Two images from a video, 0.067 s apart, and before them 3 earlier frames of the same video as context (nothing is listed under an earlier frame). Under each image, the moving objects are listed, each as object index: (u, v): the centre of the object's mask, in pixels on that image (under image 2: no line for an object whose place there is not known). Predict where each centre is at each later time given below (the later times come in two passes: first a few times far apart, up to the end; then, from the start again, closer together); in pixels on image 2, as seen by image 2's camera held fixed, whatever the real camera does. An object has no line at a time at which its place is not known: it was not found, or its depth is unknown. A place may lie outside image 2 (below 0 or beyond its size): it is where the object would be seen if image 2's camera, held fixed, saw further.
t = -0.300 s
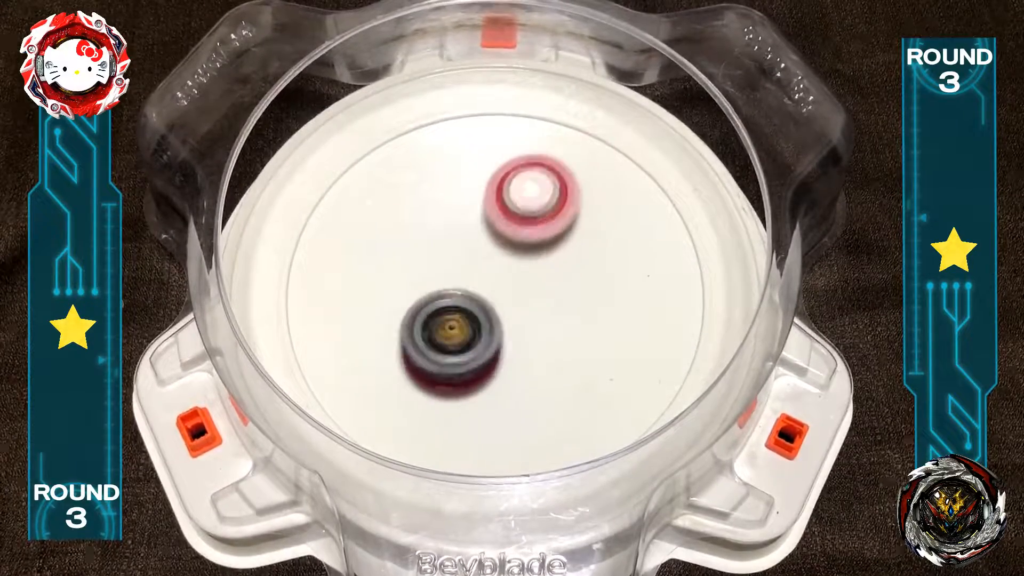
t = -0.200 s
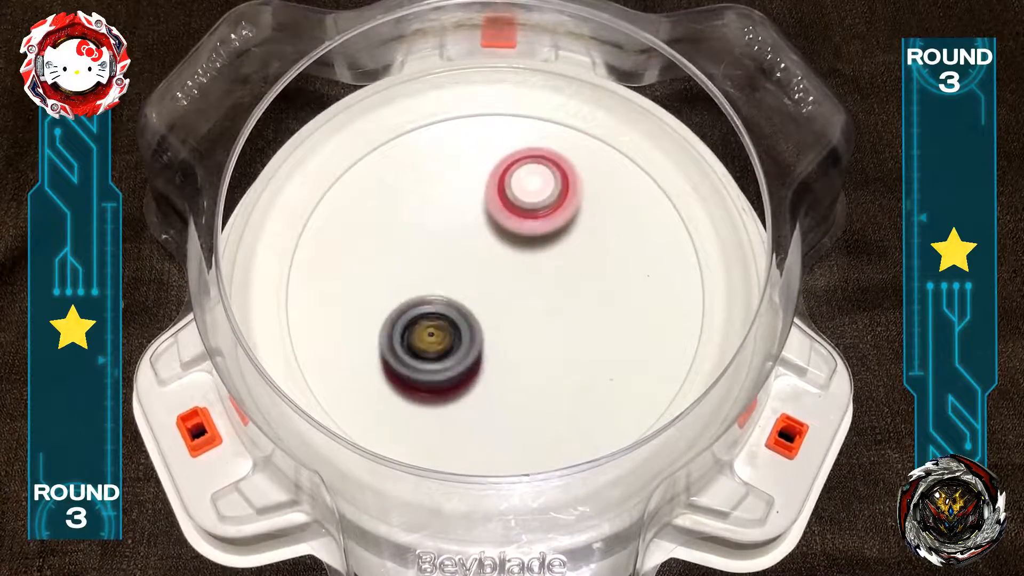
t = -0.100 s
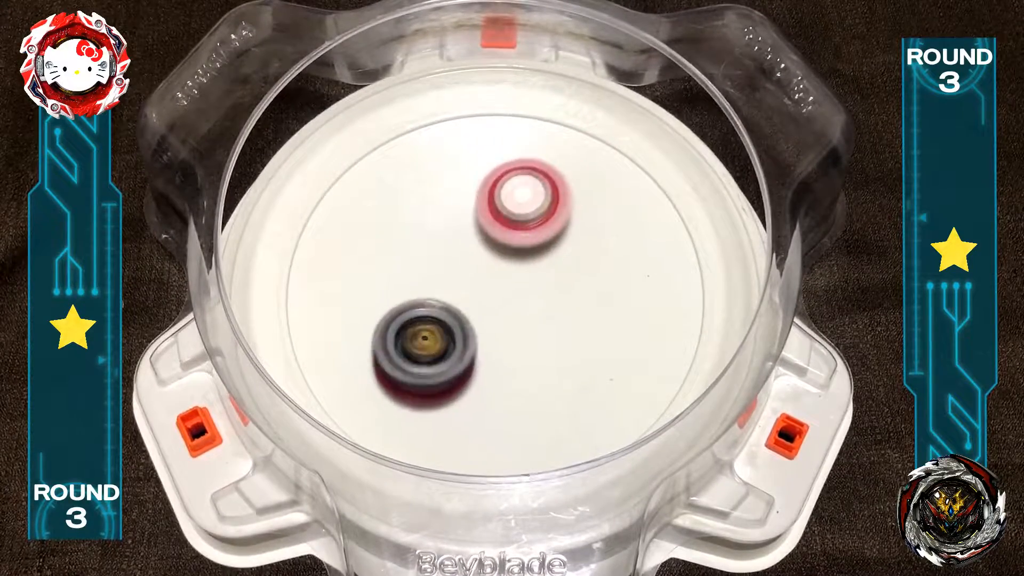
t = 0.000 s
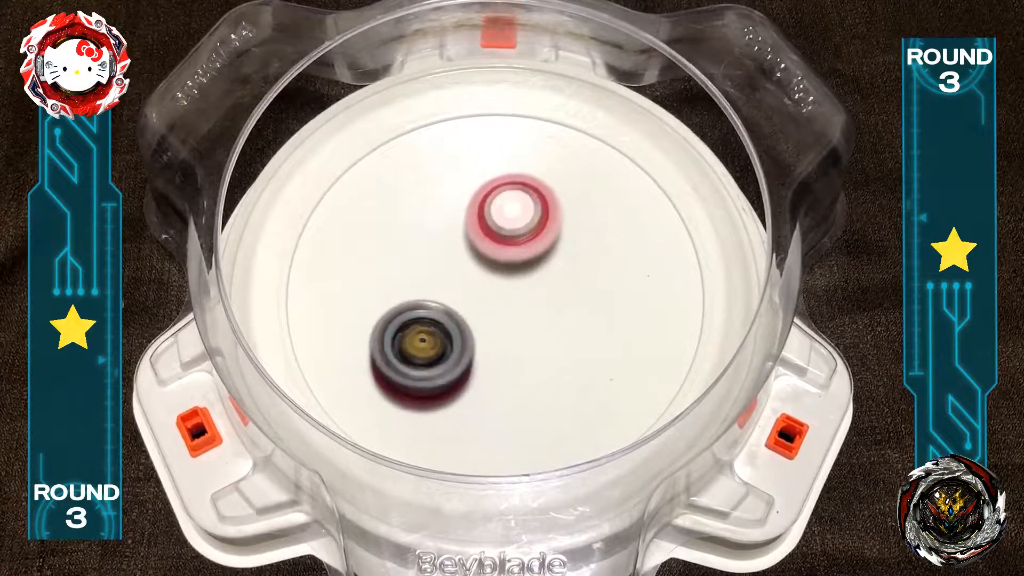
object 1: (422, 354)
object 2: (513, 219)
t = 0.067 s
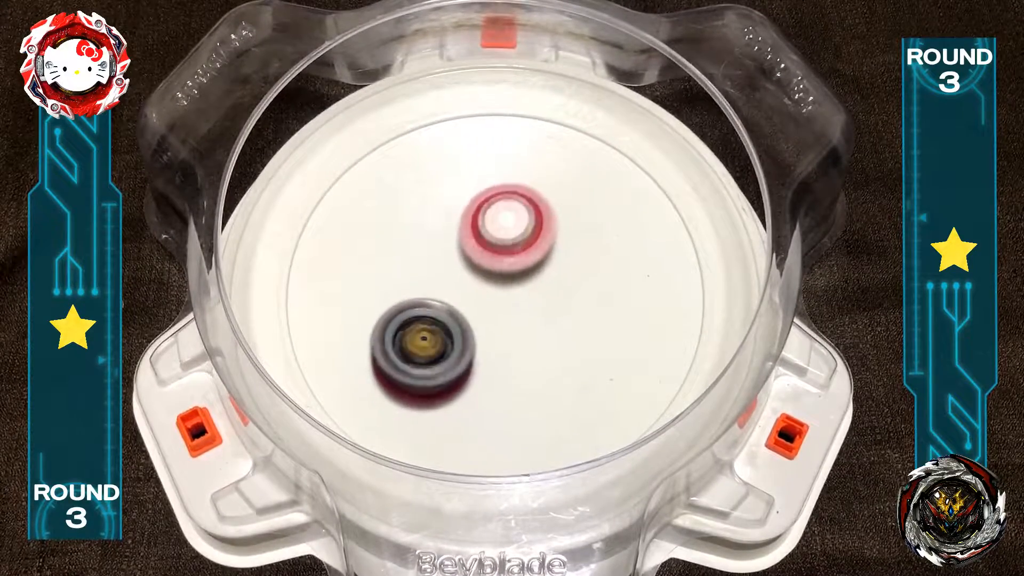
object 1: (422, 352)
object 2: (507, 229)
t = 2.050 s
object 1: (415, 278)
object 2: (554, 302)
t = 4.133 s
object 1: (533, 216)
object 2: (517, 333)
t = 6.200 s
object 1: (539, 278)
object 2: (439, 341)
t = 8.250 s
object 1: (547, 278)
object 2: (442, 316)
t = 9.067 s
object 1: (525, 309)
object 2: (439, 269)
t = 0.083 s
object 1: (423, 351)
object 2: (506, 232)
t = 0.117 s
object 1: (425, 347)
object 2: (503, 236)
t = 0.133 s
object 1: (426, 346)
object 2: (502, 239)
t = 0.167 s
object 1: (428, 341)
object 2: (500, 244)
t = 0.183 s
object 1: (429, 339)
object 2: (499, 246)
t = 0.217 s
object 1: (432, 334)
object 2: (497, 251)
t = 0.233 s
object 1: (433, 331)
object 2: (496, 253)
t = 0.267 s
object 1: (430, 328)
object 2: (500, 254)
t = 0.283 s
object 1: (420, 332)
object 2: (512, 247)
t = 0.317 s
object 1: (403, 337)
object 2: (535, 236)
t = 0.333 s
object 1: (397, 339)
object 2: (545, 232)
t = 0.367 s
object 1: (388, 342)
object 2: (560, 224)
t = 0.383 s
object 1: (385, 343)
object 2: (566, 222)
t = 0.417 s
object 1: (381, 346)
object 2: (573, 219)
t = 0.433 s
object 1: (381, 346)
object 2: (575, 219)
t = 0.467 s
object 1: (381, 348)
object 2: (575, 220)
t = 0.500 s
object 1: (383, 349)
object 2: (571, 222)
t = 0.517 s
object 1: (385, 349)
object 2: (569, 223)
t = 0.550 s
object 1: (389, 349)
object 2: (564, 225)
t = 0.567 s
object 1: (392, 349)
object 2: (561, 225)
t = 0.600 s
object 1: (397, 348)
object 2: (555, 227)
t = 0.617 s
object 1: (401, 346)
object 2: (553, 228)
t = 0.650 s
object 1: (408, 342)
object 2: (547, 231)
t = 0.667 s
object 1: (412, 340)
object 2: (544, 232)
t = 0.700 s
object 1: (420, 334)
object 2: (539, 235)
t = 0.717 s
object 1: (424, 331)
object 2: (536, 236)
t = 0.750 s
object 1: (432, 323)
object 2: (531, 239)
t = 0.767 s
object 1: (436, 319)
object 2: (529, 240)
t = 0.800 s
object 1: (443, 310)
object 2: (525, 243)
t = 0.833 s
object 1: (445, 303)
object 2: (525, 243)
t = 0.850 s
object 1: (444, 300)
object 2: (526, 243)
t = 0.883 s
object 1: (441, 295)
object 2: (528, 242)
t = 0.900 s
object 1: (440, 292)
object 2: (529, 242)
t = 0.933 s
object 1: (436, 287)
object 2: (530, 242)
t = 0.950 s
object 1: (433, 285)
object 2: (532, 242)
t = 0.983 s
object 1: (428, 282)
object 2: (533, 243)
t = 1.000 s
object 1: (426, 280)
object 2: (533, 243)
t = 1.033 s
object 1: (424, 276)
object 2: (531, 245)
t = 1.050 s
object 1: (424, 274)
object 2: (530, 246)
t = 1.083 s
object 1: (422, 270)
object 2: (527, 247)
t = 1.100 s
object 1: (422, 268)
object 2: (525, 248)
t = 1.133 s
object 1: (421, 265)
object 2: (523, 249)
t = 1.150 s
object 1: (420, 264)
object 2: (522, 250)
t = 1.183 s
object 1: (413, 260)
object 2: (527, 252)
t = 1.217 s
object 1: (407, 258)
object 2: (530, 255)
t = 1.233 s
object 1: (405, 257)
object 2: (530, 256)
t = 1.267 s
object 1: (402, 256)
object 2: (528, 258)
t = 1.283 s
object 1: (400, 256)
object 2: (527, 259)
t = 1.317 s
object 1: (398, 257)
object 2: (525, 260)
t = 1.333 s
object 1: (398, 257)
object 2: (523, 260)
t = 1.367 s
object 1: (397, 259)
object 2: (521, 261)
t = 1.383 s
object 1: (397, 260)
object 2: (520, 261)
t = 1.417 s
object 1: (398, 263)
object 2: (518, 263)
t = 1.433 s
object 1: (400, 264)
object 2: (517, 263)
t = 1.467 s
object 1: (403, 267)
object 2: (514, 264)
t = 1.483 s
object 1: (405, 268)
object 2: (513, 265)
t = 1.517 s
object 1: (410, 270)
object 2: (511, 266)
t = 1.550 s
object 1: (412, 271)
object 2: (515, 269)
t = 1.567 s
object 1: (412, 271)
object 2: (517, 271)
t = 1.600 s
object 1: (414, 272)
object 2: (519, 275)
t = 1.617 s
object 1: (416, 272)
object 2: (519, 276)
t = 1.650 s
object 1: (416, 273)
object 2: (521, 278)
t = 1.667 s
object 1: (412, 271)
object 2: (528, 280)
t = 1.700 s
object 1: (405, 270)
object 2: (536, 284)
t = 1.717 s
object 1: (403, 270)
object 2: (540, 287)
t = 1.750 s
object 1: (400, 271)
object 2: (542, 290)
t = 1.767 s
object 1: (399, 272)
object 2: (542, 292)
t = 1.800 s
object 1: (398, 274)
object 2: (540, 293)
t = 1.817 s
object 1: (398, 275)
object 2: (539, 294)
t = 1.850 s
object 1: (400, 277)
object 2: (536, 293)
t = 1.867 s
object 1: (402, 279)
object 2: (534, 293)
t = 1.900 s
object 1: (406, 281)
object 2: (532, 293)
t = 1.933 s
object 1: (412, 283)
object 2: (530, 293)
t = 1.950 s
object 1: (416, 285)
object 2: (529, 294)
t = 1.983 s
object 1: (424, 286)
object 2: (527, 294)
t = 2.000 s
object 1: (425, 285)
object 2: (529, 295)
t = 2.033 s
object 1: (418, 279)
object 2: (546, 300)
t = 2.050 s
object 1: (415, 278)
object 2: (554, 302)
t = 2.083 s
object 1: (413, 274)
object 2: (563, 305)
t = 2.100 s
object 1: (412, 274)
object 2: (566, 307)
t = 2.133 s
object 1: (411, 272)
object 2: (567, 308)
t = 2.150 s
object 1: (411, 271)
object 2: (567, 308)
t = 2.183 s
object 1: (412, 271)
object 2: (563, 308)
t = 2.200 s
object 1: (412, 270)
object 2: (562, 307)
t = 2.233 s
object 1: (414, 270)
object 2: (559, 306)
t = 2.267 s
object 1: (418, 270)
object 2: (555, 305)
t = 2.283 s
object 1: (419, 270)
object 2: (553, 304)
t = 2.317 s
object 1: (424, 269)
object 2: (550, 303)
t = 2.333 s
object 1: (427, 269)
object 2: (547, 302)
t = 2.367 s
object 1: (432, 268)
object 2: (544, 301)
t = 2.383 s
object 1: (436, 268)
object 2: (542, 301)
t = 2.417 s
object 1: (442, 266)
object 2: (539, 300)
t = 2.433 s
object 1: (445, 264)
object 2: (537, 300)
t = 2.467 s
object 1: (444, 256)
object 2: (543, 305)
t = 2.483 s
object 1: (442, 252)
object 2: (544, 307)
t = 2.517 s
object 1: (440, 246)
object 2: (545, 310)
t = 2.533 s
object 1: (439, 243)
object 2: (544, 310)
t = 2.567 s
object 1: (436, 238)
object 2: (542, 310)
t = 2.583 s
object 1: (435, 237)
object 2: (540, 310)
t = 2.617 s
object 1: (433, 233)
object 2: (537, 308)
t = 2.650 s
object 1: (431, 231)
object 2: (535, 307)
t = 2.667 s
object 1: (431, 230)
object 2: (534, 306)
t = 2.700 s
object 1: (430, 229)
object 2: (532, 305)
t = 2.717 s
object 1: (429, 229)
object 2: (530, 304)
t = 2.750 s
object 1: (430, 230)
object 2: (528, 302)
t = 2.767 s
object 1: (430, 231)
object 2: (527, 302)
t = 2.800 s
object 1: (432, 233)
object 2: (525, 301)
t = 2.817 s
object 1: (434, 234)
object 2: (524, 300)
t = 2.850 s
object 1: (438, 237)
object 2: (522, 299)
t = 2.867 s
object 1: (440, 238)
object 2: (520, 299)
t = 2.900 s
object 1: (441, 235)
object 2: (522, 305)
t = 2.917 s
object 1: (438, 225)
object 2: (531, 320)
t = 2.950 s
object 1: (431, 208)
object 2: (547, 345)
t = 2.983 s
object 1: (428, 199)
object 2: (559, 367)
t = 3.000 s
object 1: (427, 196)
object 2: (563, 377)
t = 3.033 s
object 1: (424, 194)
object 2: (569, 390)
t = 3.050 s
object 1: (423, 193)
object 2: (570, 394)
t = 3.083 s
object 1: (421, 193)
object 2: (571, 398)
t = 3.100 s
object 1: (421, 194)
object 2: (570, 398)
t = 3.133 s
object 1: (420, 196)
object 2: (569, 395)
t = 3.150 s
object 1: (420, 197)
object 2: (568, 394)
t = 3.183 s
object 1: (422, 201)
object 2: (567, 390)
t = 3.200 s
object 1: (423, 203)
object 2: (566, 388)
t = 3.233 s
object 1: (427, 209)
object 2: (564, 384)
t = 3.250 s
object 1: (429, 212)
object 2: (564, 381)
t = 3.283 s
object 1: (434, 218)
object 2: (562, 377)
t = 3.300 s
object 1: (438, 222)
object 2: (561, 375)
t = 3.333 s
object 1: (445, 228)
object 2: (558, 370)
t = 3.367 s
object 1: (452, 235)
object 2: (556, 366)
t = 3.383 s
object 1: (457, 238)
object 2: (555, 364)
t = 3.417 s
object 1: (465, 244)
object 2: (552, 360)
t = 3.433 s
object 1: (469, 247)
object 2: (551, 358)
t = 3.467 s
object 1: (478, 253)
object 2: (548, 354)
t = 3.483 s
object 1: (483, 256)
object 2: (547, 353)
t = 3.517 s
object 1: (492, 260)
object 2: (544, 349)
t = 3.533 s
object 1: (496, 262)
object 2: (543, 347)
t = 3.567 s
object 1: (503, 259)
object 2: (543, 351)
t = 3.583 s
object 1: (508, 258)
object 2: (542, 353)
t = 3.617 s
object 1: (516, 256)
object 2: (539, 352)
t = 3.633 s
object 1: (520, 256)
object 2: (539, 351)
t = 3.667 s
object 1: (527, 254)
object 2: (537, 349)
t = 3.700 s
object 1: (536, 243)
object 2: (534, 359)
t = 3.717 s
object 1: (540, 236)
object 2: (532, 362)
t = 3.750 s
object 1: (545, 228)
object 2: (528, 364)
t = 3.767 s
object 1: (546, 229)
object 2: (527, 363)
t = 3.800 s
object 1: (548, 224)
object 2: (525, 361)
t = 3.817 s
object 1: (550, 219)
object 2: (525, 360)
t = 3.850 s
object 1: (550, 215)
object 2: (524, 357)
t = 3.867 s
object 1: (549, 217)
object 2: (524, 356)
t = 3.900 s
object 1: (550, 211)
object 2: (523, 353)
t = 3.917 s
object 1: (550, 210)
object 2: (522, 352)
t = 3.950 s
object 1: (549, 208)
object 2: (522, 349)
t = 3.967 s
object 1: (548, 208)
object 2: (521, 348)
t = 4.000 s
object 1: (547, 207)
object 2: (520, 345)
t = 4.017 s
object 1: (546, 207)
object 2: (520, 343)
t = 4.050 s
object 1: (543, 208)
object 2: (519, 340)
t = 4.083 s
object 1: (539, 210)
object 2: (518, 338)
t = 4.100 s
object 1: (537, 212)
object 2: (518, 335)
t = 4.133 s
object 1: (533, 216)
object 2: (517, 333)
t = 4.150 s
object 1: (529, 219)
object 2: (516, 332)
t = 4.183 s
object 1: (524, 227)
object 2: (515, 329)
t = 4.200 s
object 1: (522, 230)
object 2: (515, 327)
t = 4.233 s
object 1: (518, 233)
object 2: (512, 328)
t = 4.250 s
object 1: (517, 234)
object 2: (508, 332)
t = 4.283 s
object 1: (515, 235)
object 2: (501, 340)
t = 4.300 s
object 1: (514, 236)
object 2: (497, 343)
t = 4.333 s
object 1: (511, 241)
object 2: (492, 344)
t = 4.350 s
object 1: (509, 244)
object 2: (490, 343)
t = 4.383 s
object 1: (506, 249)
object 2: (489, 342)
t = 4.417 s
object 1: (508, 249)
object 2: (482, 349)
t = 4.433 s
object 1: (508, 249)
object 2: (478, 351)
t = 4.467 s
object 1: (507, 249)
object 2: (471, 352)
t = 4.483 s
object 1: (506, 249)
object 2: (469, 352)
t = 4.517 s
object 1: (506, 250)
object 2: (468, 350)
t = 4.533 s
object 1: (506, 250)
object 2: (468, 350)
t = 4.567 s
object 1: (505, 252)
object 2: (469, 347)
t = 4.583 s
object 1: (504, 253)
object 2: (470, 345)
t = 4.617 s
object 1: (504, 254)
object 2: (471, 343)
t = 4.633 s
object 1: (506, 253)
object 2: (468, 346)
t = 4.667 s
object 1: (514, 243)
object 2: (456, 359)
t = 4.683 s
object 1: (518, 240)
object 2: (451, 363)
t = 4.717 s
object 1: (521, 234)
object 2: (444, 369)
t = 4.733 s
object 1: (522, 231)
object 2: (442, 370)
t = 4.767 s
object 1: (524, 227)
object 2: (440, 370)
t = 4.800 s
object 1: (525, 223)
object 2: (441, 367)
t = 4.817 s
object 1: (526, 221)
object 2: (443, 366)
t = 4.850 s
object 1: (526, 218)
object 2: (446, 363)
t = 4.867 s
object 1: (526, 217)
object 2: (448, 361)
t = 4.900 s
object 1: (525, 216)
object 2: (451, 357)
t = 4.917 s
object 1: (525, 216)
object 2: (454, 355)
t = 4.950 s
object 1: (524, 215)
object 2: (457, 351)
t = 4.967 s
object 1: (523, 216)
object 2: (459, 350)
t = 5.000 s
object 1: (520, 217)
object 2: (461, 347)
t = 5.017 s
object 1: (520, 218)
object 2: (463, 345)
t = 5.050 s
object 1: (516, 221)
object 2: (465, 344)
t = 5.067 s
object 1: (516, 223)
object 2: (467, 342)
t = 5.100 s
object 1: (512, 228)
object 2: (469, 340)
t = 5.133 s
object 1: (509, 234)
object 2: (472, 338)
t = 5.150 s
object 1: (508, 236)
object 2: (473, 336)
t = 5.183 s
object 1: (505, 241)
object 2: (475, 334)
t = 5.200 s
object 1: (505, 243)
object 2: (475, 335)
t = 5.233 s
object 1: (511, 241)
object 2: (463, 348)
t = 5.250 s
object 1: (514, 240)
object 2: (458, 353)
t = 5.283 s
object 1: (516, 241)
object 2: (449, 359)
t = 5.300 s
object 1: (517, 242)
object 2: (446, 362)
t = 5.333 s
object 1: (518, 243)
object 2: (443, 362)
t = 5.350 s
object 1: (520, 245)
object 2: (442, 362)
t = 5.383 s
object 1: (520, 247)
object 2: (442, 361)
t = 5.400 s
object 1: (520, 249)
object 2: (444, 359)
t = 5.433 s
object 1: (521, 252)
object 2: (446, 357)
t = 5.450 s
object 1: (521, 254)
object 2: (447, 356)
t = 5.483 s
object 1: (521, 258)
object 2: (451, 353)
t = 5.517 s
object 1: (520, 262)
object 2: (454, 351)
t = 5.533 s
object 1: (520, 264)
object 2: (456, 351)
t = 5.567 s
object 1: (520, 268)
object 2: (459, 348)
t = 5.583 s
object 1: (521, 270)
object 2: (458, 349)
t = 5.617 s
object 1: (530, 268)
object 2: (447, 356)
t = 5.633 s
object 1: (534, 268)
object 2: (442, 358)
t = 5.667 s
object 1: (538, 269)
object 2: (436, 360)
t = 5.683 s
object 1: (539, 270)
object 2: (435, 359)
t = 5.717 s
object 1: (541, 270)
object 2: (434, 358)
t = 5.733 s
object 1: (542, 271)
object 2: (435, 358)
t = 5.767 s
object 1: (543, 272)
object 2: (437, 356)
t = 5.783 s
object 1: (543, 273)
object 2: (437, 357)
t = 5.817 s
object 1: (543, 274)
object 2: (440, 355)
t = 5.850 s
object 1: (542, 275)
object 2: (442, 354)
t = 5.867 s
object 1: (541, 277)
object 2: (443, 354)
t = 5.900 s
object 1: (538, 279)
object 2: (445, 353)
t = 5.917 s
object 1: (537, 280)
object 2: (446, 352)
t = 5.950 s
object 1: (534, 282)
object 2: (449, 351)
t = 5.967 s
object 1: (533, 284)
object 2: (450, 350)
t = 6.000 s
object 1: (529, 286)
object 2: (452, 349)
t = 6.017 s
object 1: (529, 286)
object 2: (452, 349)
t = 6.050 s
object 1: (533, 286)
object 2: (442, 350)
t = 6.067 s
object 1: (535, 284)
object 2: (439, 350)
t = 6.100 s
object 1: (538, 283)
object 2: (434, 347)
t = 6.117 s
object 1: (538, 282)
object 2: (434, 346)
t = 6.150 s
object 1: (539, 280)
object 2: (436, 344)
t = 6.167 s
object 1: (540, 279)
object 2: (437, 343)
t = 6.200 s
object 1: (539, 278)
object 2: (439, 341)
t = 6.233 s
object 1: (538, 277)
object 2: (442, 340)
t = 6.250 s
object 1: (537, 276)
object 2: (443, 339)
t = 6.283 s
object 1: (535, 275)
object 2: (446, 338)
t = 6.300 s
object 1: (533, 275)
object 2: (447, 337)
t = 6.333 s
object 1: (530, 274)
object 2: (451, 336)
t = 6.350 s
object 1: (528, 274)
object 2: (451, 335)
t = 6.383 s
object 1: (535, 270)
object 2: (441, 338)
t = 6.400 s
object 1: (538, 268)
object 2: (436, 339)
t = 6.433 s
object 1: (542, 264)
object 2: (429, 338)
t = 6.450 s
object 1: (543, 263)
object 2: (427, 337)
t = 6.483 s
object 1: (544, 260)
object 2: (427, 335)
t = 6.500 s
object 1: (545, 258)
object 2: (428, 334)
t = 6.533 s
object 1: (546, 255)
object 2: (432, 333)
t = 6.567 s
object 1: (546, 252)
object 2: (436, 332)
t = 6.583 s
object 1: (546, 251)
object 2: (437, 332)
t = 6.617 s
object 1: (545, 249)
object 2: (441, 331)
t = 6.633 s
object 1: (544, 248)
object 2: (442, 331)
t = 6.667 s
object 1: (541, 247)
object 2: (445, 331)
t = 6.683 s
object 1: (539, 247)
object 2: (446, 331)
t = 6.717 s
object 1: (536, 247)
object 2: (449, 331)
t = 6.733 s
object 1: (534, 247)
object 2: (450, 331)
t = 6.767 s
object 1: (529, 248)
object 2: (452, 330)
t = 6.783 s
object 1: (527, 249)
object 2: (453, 331)
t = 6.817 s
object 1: (522, 250)
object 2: (456, 330)
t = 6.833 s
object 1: (520, 250)
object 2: (457, 329)
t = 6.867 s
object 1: (519, 250)
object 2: (456, 332)
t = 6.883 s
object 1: (518, 250)
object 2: (453, 335)
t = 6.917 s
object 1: (515, 249)
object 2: (452, 335)
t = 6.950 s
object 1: (511, 249)
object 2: (454, 335)
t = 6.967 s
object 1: (509, 249)
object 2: (454, 335)
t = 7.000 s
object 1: (505, 249)
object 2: (456, 335)
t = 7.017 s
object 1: (506, 248)
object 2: (453, 338)
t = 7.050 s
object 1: (505, 247)
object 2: (448, 344)
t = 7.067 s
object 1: (505, 246)
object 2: (448, 346)
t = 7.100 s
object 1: (503, 245)
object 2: (448, 347)
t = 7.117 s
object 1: (502, 245)
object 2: (447, 348)
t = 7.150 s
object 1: (500, 245)
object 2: (448, 347)
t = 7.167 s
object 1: (499, 245)
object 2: (449, 347)
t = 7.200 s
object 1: (497, 246)
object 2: (450, 346)
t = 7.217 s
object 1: (496, 247)
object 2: (450, 346)
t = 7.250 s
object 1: (493, 249)
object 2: (451, 345)
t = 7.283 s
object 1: (491, 251)
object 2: (452, 345)
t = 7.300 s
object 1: (490, 252)
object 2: (453, 344)
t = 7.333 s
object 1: (488, 254)
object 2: (454, 344)
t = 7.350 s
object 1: (487, 255)
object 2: (454, 343)
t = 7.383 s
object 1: (486, 257)
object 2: (452, 345)
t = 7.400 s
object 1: (487, 259)
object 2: (451, 346)
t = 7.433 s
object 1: (487, 261)
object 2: (450, 346)
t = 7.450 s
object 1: (487, 262)
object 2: (448, 347)
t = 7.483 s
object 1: (494, 260)
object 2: (437, 357)
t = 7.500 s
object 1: (496, 259)
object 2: (432, 360)
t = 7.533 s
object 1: (498, 259)
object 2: (426, 363)
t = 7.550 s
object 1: (498, 259)
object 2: (424, 364)
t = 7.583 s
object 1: (499, 259)
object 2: (425, 362)
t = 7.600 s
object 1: (500, 260)
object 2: (426, 362)
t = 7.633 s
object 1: (499, 261)
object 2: (428, 361)
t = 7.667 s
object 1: (500, 262)
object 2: (431, 359)
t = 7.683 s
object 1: (500, 264)
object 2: (432, 358)
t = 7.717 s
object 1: (500, 265)
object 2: (435, 356)
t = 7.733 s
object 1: (500, 266)
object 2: (436, 356)
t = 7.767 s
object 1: (500, 269)
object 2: (438, 354)
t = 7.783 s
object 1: (499, 269)
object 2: (440, 354)
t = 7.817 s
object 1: (500, 272)
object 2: (442, 351)
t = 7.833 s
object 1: (500, 273)
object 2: (443, 349)
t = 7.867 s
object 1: (503, 273)
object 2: (441, 346)
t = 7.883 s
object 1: (504, 273)
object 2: (440, 344)
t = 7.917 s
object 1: (515, 271)
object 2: (430, 343)
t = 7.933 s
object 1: (522, 270)
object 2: (423, 344)
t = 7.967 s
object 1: (533, 267)
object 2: (415, 342)
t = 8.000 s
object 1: (538, 268)
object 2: (411, 338)
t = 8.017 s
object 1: (539, 269)
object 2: (411, 336)
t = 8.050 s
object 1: (538, 270)
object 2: (414, 334)
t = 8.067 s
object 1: (537, 271)
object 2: (415, 333)
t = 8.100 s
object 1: (537, 271)
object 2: (420, 328)
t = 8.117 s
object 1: (538, 271)
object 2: (424, 328)
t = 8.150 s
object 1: (540, 272)
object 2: (430, 324)
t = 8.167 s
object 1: (540, 272)
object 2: (433, 322)
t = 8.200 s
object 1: (540, 275)
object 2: (441, 320)
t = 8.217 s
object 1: (540, 276)
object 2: (446, 319)
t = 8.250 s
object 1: (547, 278)
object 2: (442, 316)
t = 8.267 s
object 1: (549, 279)
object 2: (440, 315)
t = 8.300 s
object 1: (551, 282)
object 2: (439, 313)
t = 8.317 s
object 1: (550, 284)
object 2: (440, 312)
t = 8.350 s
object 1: (546, 288)
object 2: (443, 312)
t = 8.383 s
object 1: (547, 289)
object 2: (442, 312)
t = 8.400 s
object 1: (547, 290)
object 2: (442, 311)
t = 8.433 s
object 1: (547, 293)
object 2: (441, 311)
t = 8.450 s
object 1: (547, 295)
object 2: (440, 310)
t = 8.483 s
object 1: (544, 298)
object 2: (439, 307)
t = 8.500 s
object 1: (544, 300)
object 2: (438, 305)
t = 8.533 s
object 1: (544, 303)
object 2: (432, 300)
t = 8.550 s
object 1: (543, 303)
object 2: (430, 299)
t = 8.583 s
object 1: (541, 304)
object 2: (430, 295)
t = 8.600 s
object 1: (539, 304)
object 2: (430, 294)
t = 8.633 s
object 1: (538, 303)
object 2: (434, 293)
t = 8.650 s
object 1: (539, 304)
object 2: (433, 294)
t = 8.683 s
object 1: (540, 306)
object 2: (434, 293)
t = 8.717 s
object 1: (537, 307)
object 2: (437, 293)
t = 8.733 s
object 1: (535, 307)
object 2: (438, 294)
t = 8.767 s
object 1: (532, 307)
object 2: (436, 293)
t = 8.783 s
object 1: (532, 307)
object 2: (436, 294)
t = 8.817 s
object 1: (534, 307)
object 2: (433, 289)
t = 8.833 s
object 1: (538, 308)
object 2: (429, 287)
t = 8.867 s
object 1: (541, 309)
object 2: (424, 278)
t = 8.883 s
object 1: (541, 310)
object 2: (423, 275)
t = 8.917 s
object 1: (536, 312)
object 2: (424, 273)
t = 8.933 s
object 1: (532, 312)
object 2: (425, 272)
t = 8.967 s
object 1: (526, 311)
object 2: (428, 274)
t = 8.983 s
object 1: (524, 309)
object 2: (429, 274)
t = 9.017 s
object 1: (522, 308)
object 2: (433, 272)
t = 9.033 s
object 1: (523, 308)
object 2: (433, 272)
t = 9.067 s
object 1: (525, 309)
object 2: (439, 269)
